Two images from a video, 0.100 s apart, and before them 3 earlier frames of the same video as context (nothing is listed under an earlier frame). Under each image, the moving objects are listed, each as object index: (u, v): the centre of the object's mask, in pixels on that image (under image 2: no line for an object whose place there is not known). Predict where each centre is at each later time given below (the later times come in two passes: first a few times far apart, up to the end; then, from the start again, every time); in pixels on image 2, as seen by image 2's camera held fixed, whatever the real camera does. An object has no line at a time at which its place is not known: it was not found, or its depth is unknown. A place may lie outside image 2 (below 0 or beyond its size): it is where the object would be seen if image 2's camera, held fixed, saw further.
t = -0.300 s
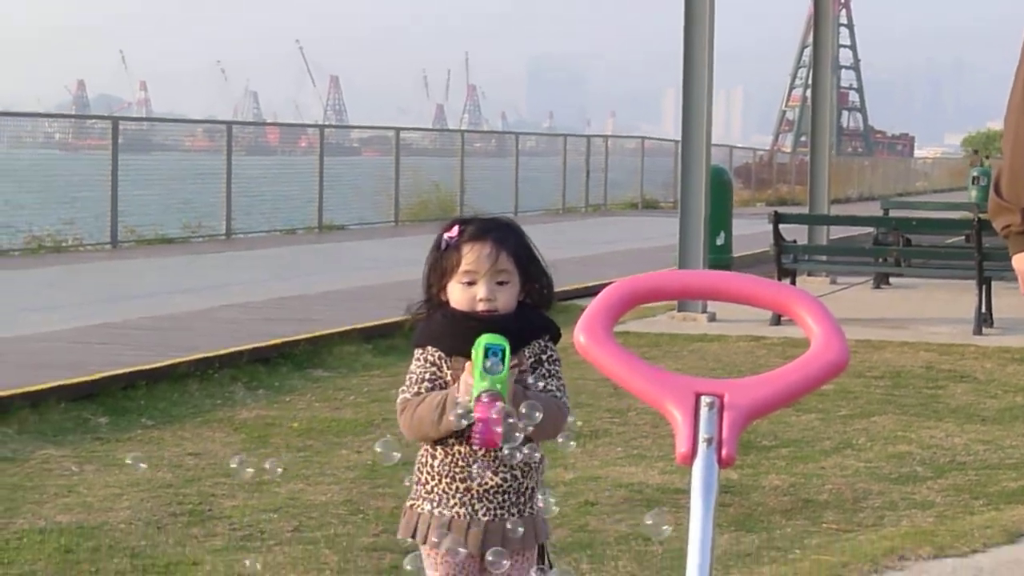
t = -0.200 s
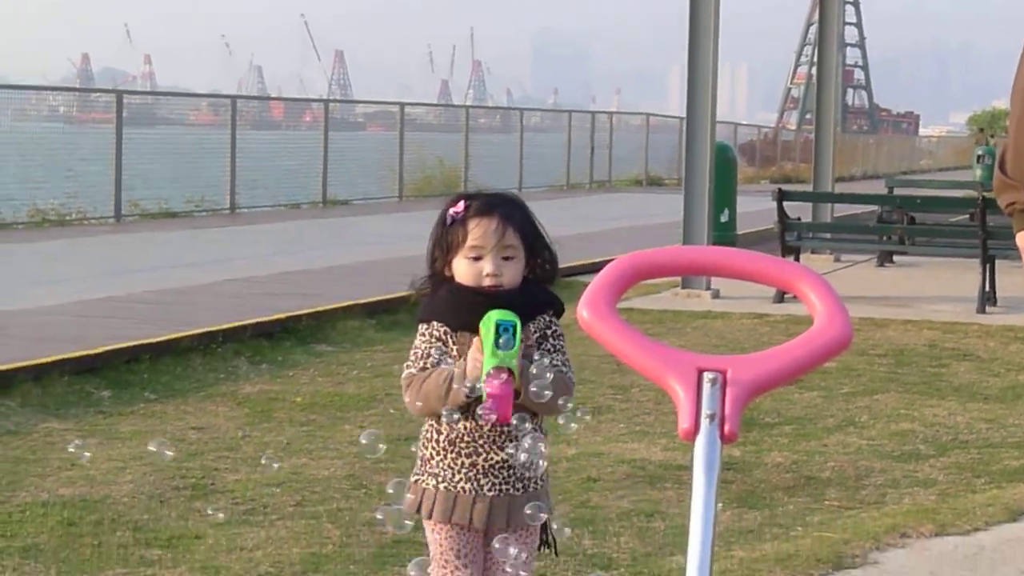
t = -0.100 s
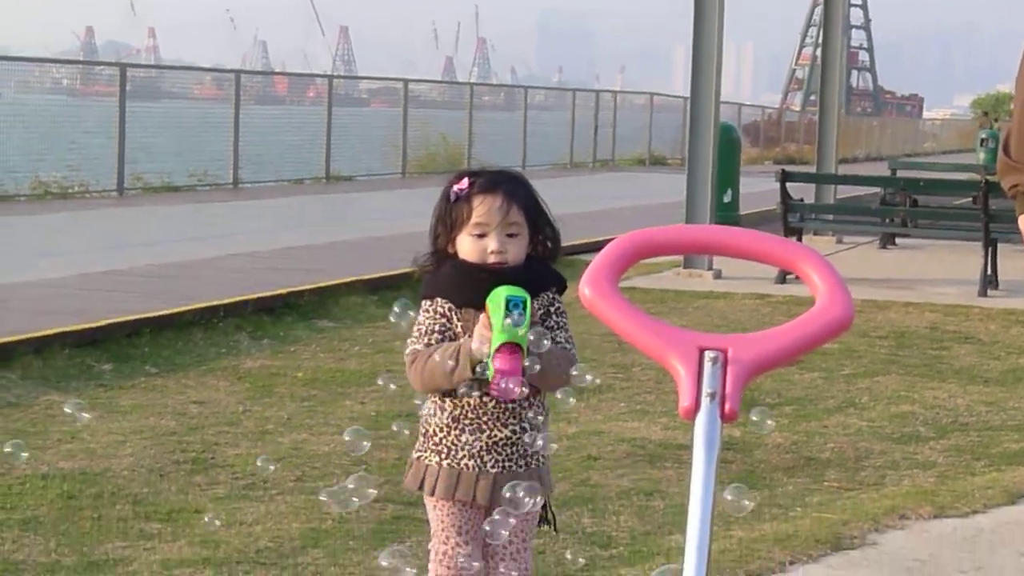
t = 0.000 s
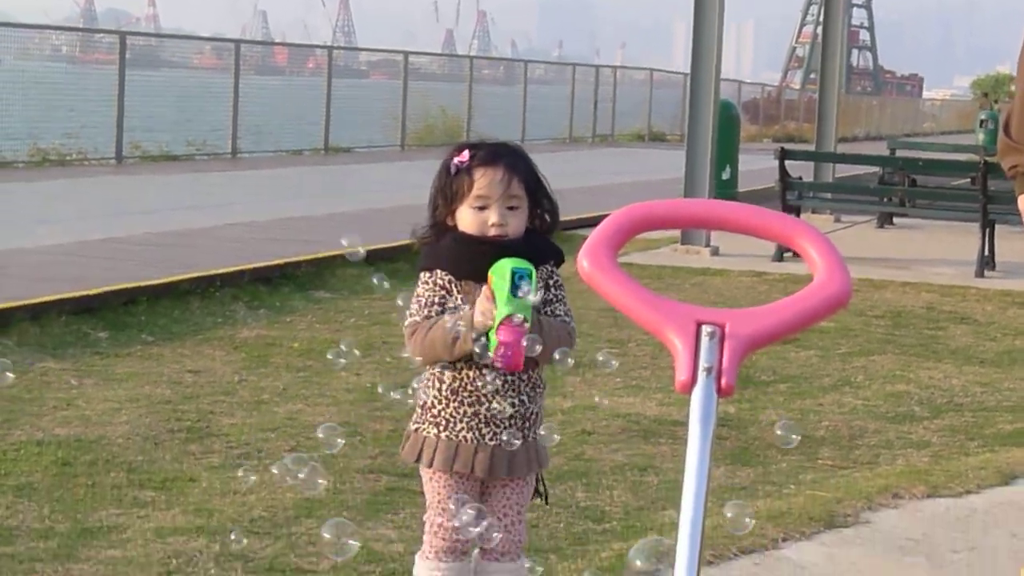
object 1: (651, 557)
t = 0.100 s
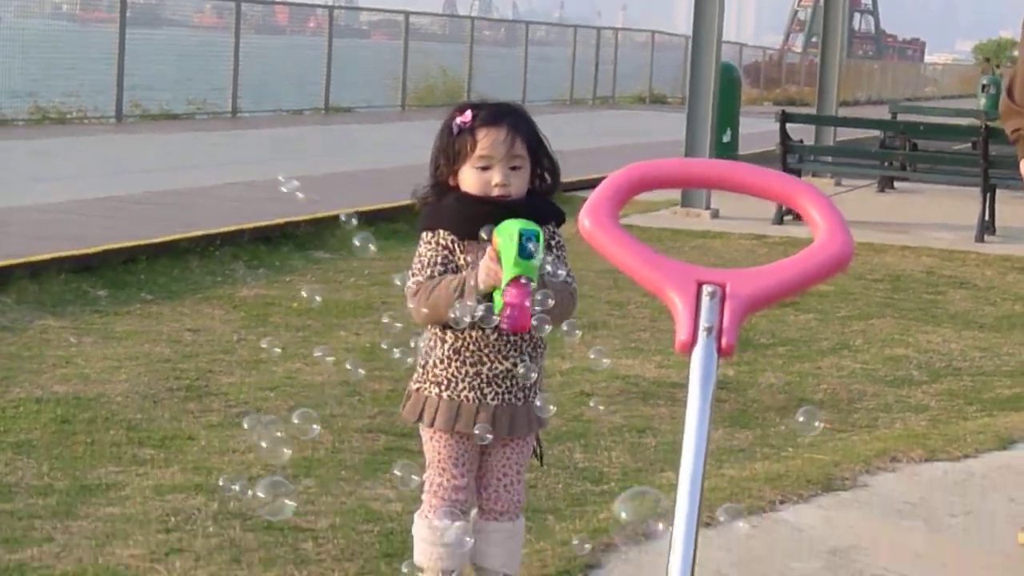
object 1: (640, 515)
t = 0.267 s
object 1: (610, 503)
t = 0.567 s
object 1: (513, 463)
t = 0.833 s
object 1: (348, 469)
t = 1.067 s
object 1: (42, 570)
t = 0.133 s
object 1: (634, 514)
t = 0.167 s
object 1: (631, 513)
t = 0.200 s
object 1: (626, 510)
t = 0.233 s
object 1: (619, 506)
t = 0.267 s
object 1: (610, 503)
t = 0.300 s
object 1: (601, 499)
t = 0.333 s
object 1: (591, 494)
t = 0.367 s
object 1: (578, 489)
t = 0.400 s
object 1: (568, 484)
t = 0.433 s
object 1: (560, 479)
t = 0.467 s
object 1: (550, 475)
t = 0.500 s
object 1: (538, 471)
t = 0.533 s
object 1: (526, 467)
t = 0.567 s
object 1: (513, 463)
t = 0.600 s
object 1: (498, 461)
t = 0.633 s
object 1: (484, 458)
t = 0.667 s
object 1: (466, 457)
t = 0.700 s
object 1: (446, 458)
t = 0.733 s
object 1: (424, 458)
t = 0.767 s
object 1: (395, 463)
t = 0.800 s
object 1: (374, 463)
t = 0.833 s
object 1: (348, 469)
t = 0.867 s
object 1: (318, 476)
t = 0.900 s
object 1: (283, 486)
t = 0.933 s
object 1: (240, 498)
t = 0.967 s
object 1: (199, 514)
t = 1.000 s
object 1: (146, 534)
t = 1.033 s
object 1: (83, 557)
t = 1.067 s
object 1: (42, 570)
